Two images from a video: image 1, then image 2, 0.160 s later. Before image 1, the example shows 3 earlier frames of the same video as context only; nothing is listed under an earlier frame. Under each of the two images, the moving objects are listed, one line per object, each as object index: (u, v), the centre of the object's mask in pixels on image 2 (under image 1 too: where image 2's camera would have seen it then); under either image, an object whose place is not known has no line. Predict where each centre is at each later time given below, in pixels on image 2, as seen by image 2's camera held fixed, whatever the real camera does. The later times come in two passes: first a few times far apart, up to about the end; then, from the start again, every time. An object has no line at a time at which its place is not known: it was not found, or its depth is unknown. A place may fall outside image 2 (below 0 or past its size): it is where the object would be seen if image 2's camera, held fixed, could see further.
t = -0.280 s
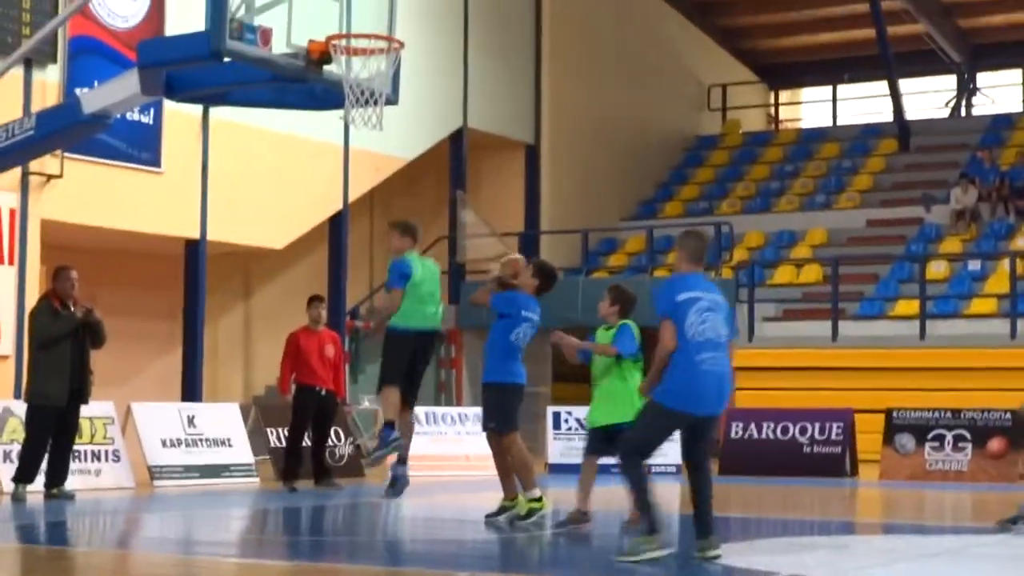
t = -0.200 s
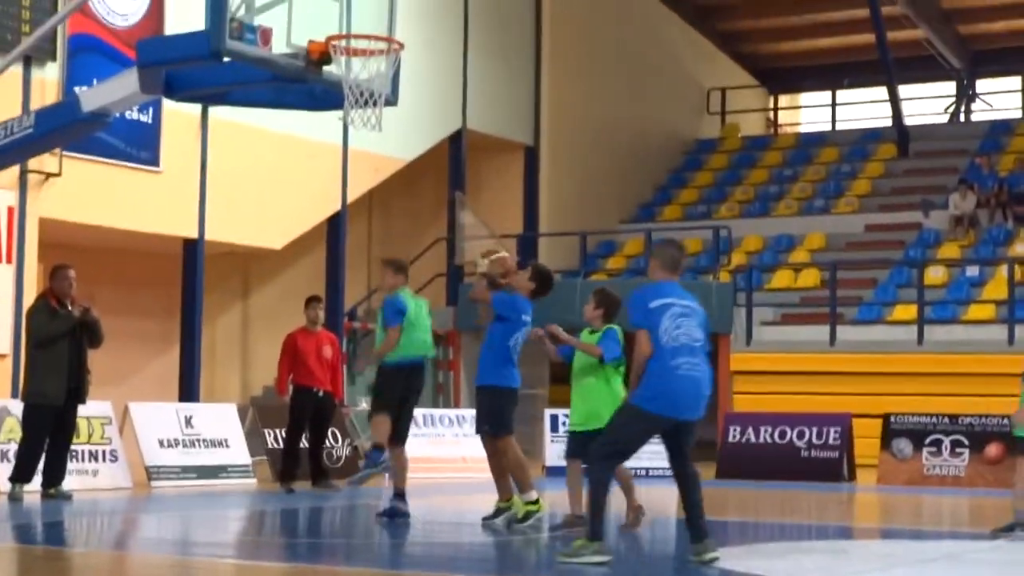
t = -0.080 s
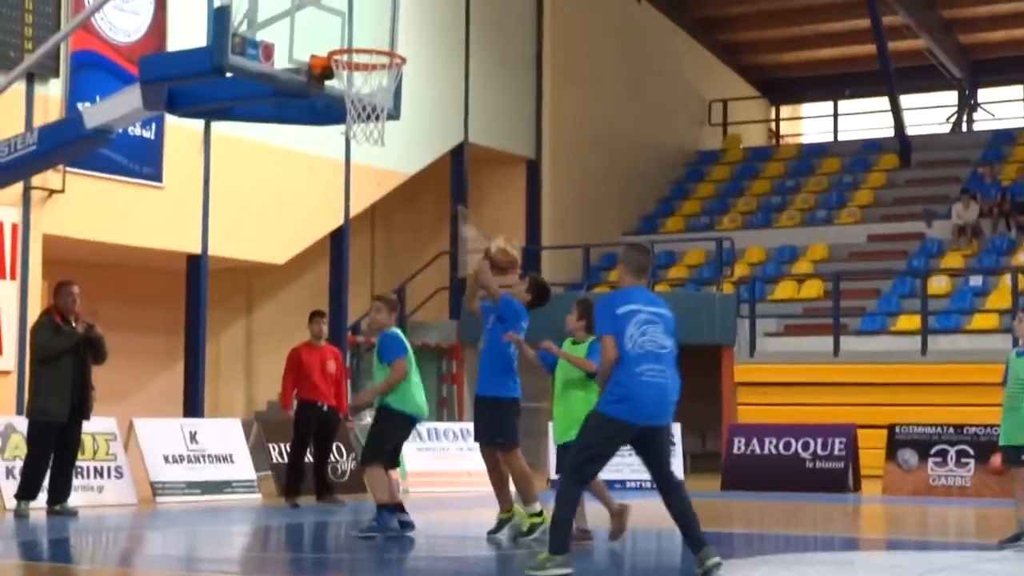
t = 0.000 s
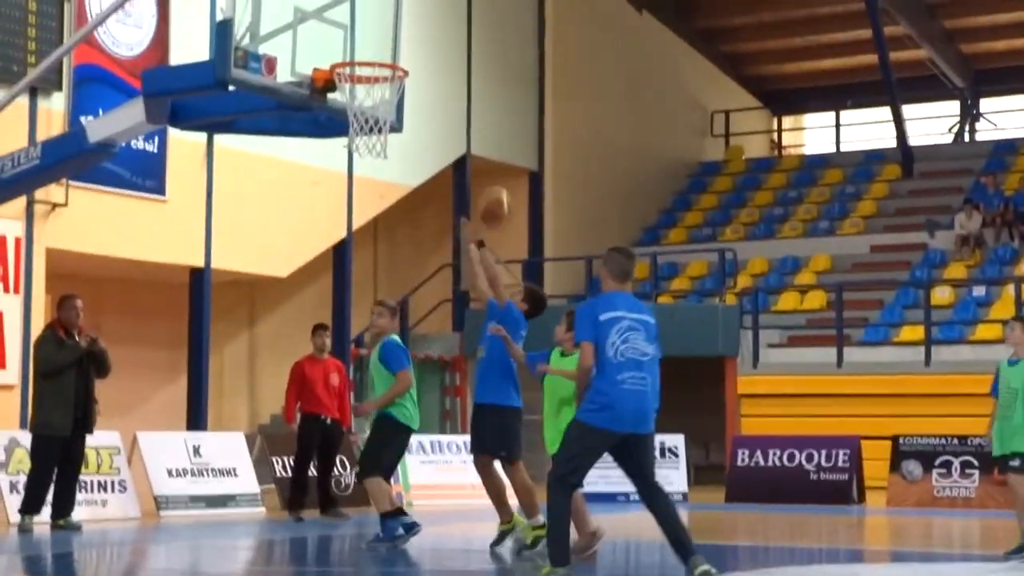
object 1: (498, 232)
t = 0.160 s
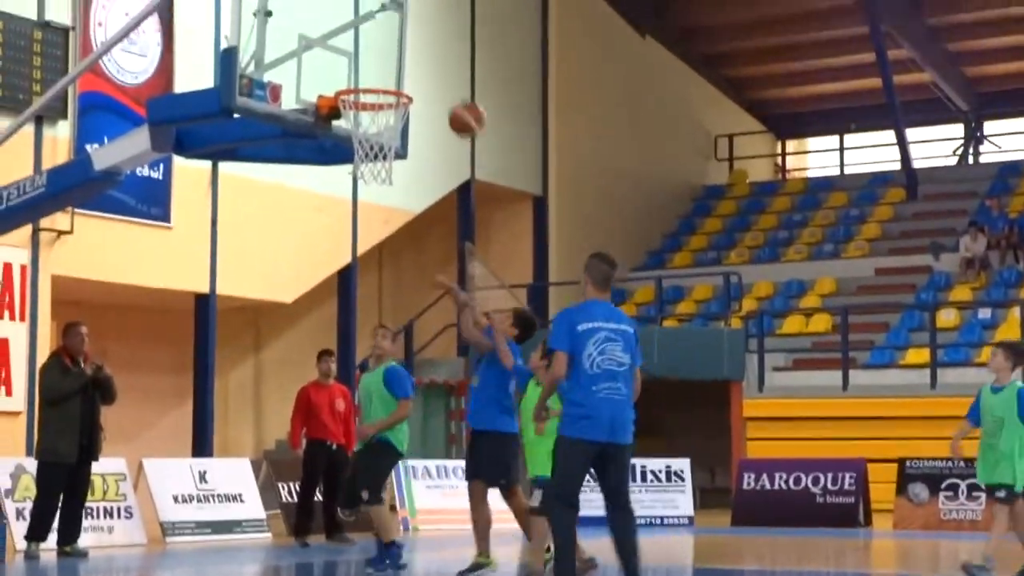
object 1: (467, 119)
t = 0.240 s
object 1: (451, 75)
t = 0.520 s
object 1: (397, 3)
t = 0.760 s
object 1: (399, 33)
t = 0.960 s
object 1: (422, 127)
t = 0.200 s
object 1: (459, 96)
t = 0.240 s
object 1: (451, 75)
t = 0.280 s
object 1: (444, 58)
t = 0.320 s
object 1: (436, 44)
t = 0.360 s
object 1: (428, 31)
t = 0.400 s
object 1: (420, 21)
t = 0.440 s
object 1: (413, 13)
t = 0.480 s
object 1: (404, 6)
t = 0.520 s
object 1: (397, 3)
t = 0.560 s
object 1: (389, 1)
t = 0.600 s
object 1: (383, 3)
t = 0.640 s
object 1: (387, 7)
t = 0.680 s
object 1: (391, 13)
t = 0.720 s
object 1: (395, 21)
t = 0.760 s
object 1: (399, 33)
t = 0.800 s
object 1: (403, 48)
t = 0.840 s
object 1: (407, 64)
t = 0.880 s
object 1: (412, 82)
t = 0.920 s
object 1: (420, 104)
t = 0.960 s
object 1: (422, 127)
